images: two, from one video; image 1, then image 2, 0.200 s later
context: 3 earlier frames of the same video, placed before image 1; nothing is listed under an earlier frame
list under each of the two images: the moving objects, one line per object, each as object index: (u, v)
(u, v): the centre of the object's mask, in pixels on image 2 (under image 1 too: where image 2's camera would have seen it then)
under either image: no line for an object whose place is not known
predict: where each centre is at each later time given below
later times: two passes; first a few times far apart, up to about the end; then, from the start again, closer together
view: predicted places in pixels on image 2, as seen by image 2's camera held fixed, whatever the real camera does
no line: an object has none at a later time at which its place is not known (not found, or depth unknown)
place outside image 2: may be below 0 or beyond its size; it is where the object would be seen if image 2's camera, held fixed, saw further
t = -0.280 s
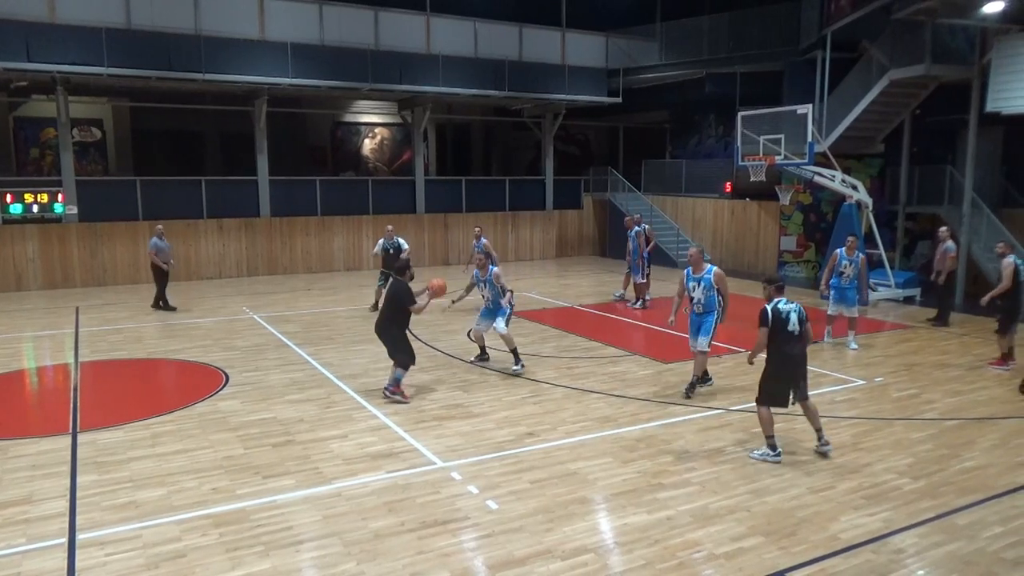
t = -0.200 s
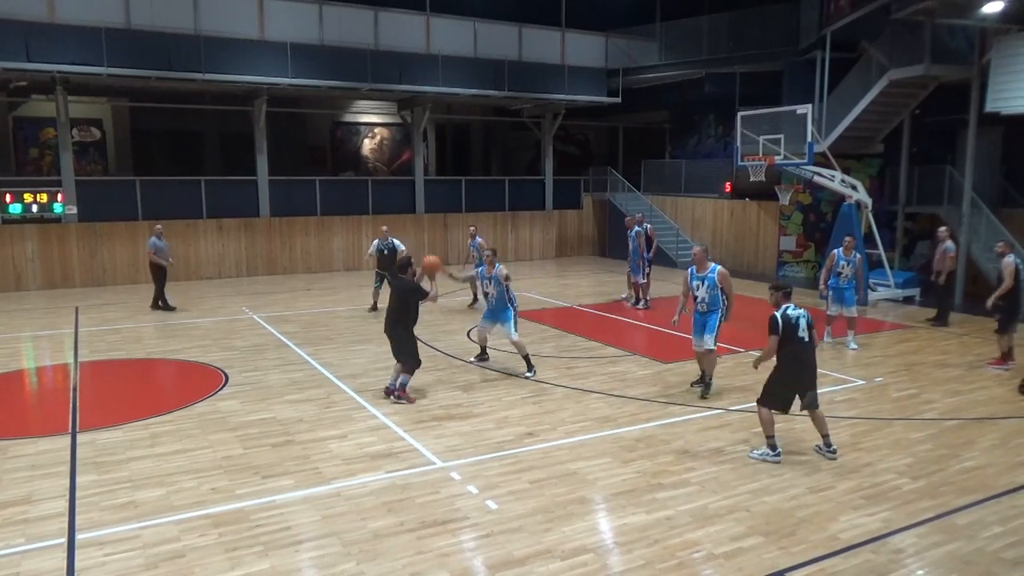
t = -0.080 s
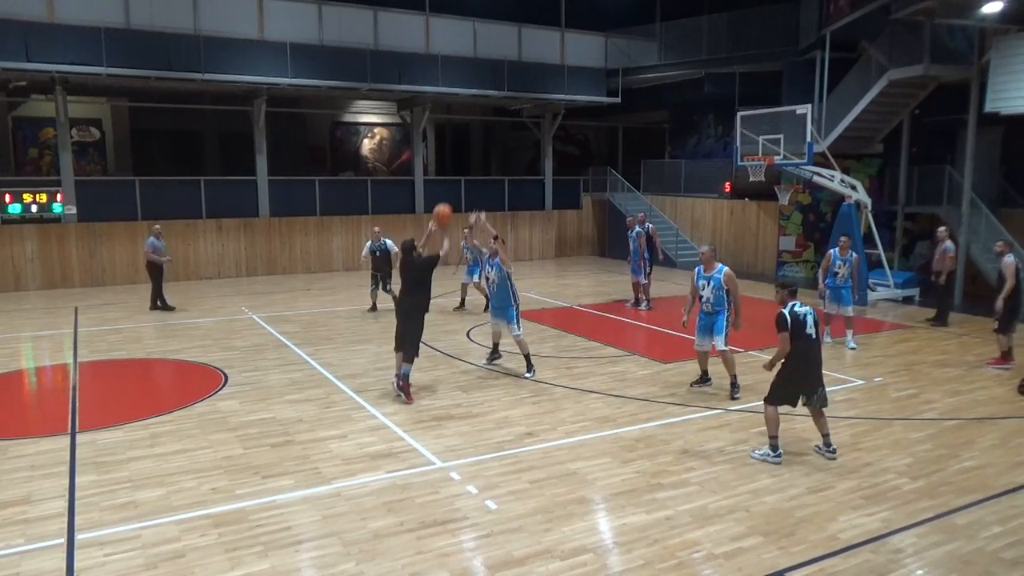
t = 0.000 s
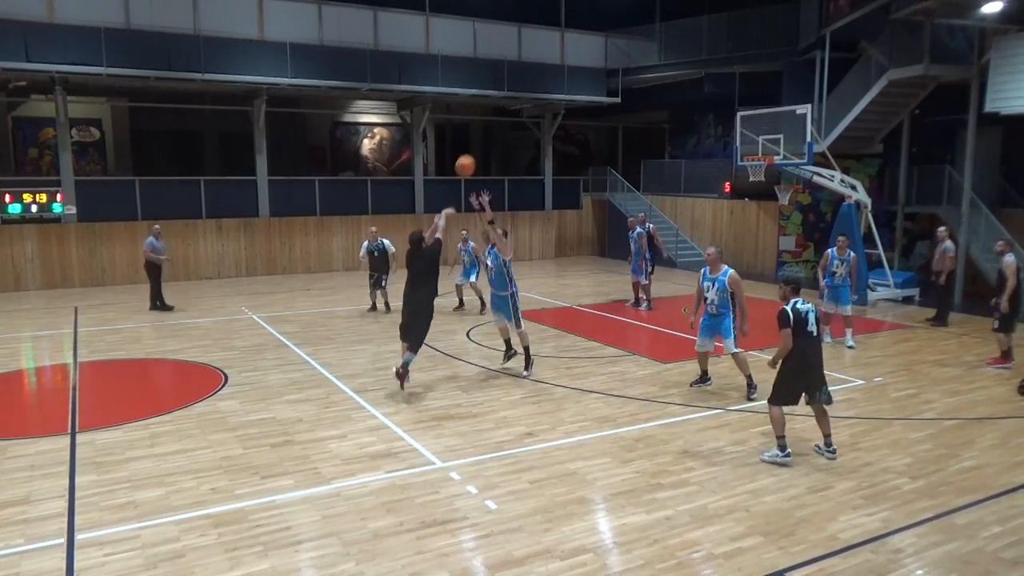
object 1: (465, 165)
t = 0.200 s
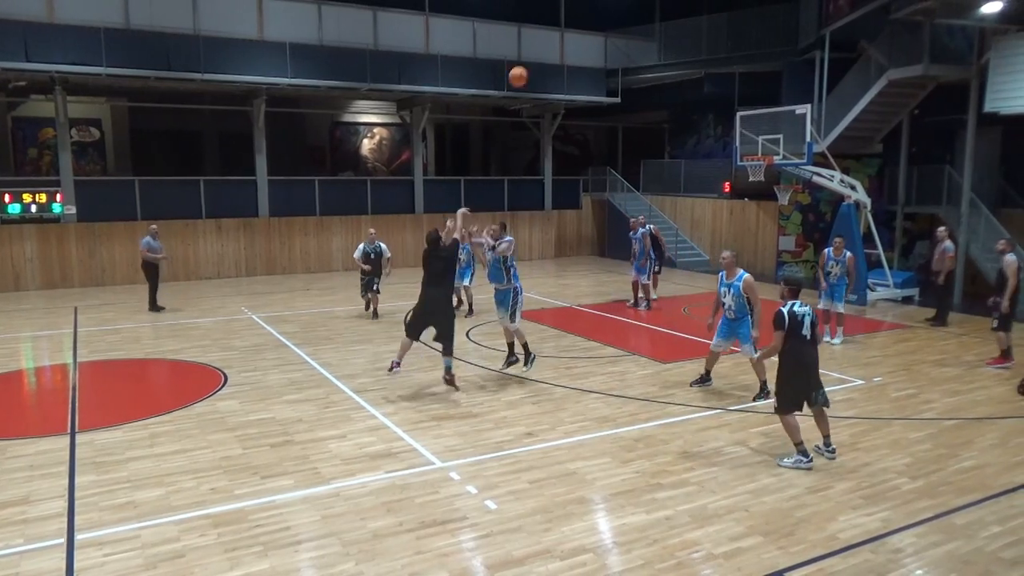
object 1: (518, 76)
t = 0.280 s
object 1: (537, 50)
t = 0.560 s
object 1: (596, 9)
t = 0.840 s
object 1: (644, 21)
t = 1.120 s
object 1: (682, 75)
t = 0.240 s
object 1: (528, 63)
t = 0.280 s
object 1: (537, 50)
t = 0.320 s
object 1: (546, 41)
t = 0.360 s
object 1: (555, 32)
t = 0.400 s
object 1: (564, 24)
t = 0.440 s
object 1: (572, 19)
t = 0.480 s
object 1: (580, 15)
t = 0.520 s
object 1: (588, 11)
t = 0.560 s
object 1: (596, 9)
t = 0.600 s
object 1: (603, 8)
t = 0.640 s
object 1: (610, 8)
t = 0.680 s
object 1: (617, 8)
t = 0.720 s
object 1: (624, 10)
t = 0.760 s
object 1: (631, 13)
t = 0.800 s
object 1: (638, 16)
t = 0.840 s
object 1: (644, 21)
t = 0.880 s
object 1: (650, 27)
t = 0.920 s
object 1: (656, 33)
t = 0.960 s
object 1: (661, 40)
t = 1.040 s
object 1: (672, 56)
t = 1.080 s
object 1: (677, 65)
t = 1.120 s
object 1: (682, 75)
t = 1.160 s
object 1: (687, 86)
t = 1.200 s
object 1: (691, 97)
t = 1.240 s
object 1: (696, 109)
